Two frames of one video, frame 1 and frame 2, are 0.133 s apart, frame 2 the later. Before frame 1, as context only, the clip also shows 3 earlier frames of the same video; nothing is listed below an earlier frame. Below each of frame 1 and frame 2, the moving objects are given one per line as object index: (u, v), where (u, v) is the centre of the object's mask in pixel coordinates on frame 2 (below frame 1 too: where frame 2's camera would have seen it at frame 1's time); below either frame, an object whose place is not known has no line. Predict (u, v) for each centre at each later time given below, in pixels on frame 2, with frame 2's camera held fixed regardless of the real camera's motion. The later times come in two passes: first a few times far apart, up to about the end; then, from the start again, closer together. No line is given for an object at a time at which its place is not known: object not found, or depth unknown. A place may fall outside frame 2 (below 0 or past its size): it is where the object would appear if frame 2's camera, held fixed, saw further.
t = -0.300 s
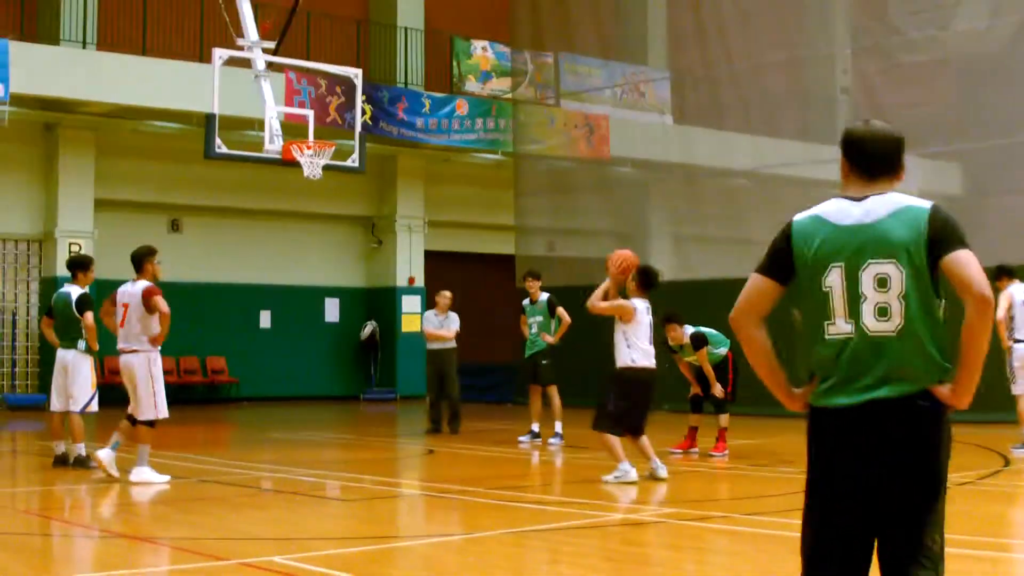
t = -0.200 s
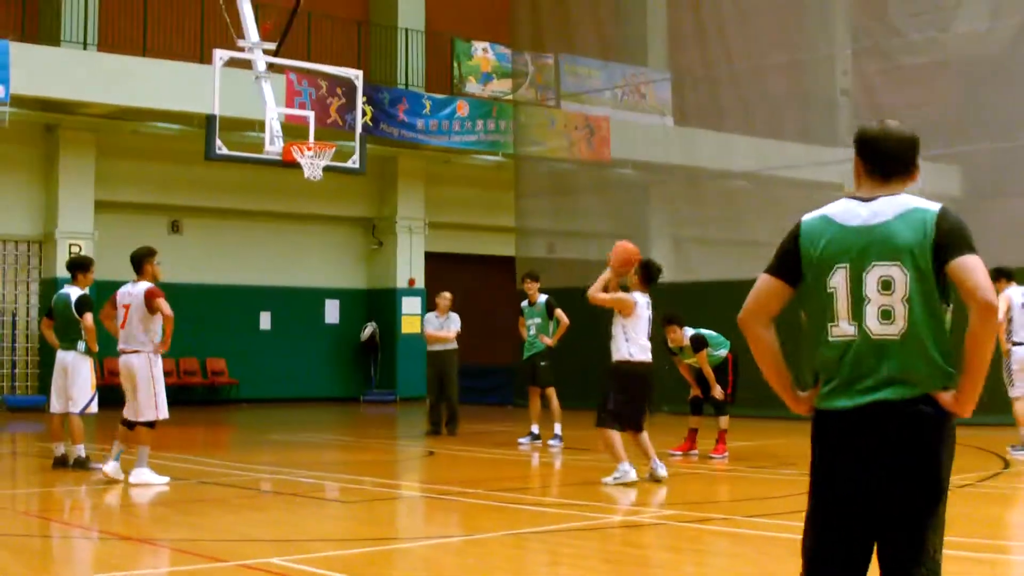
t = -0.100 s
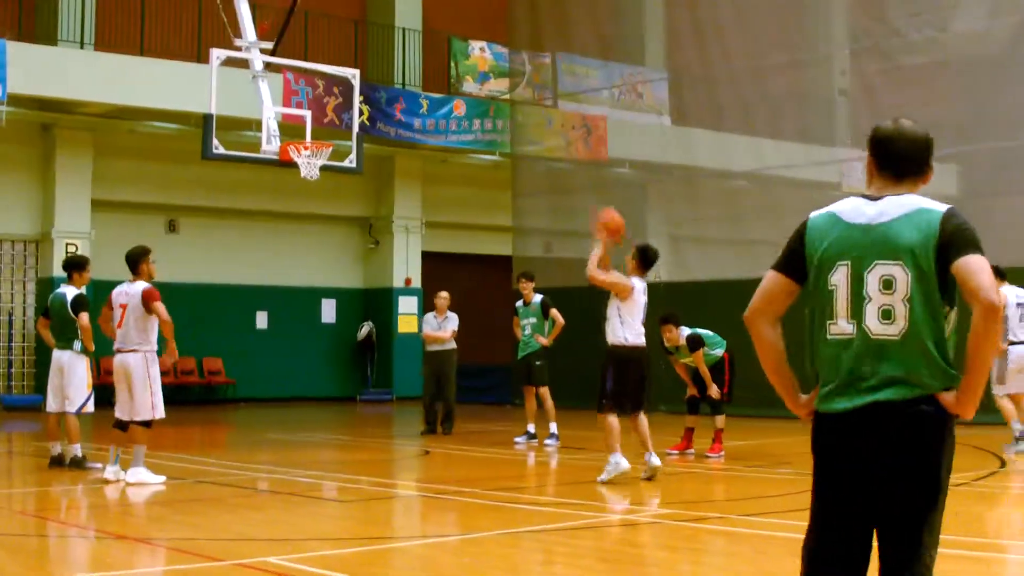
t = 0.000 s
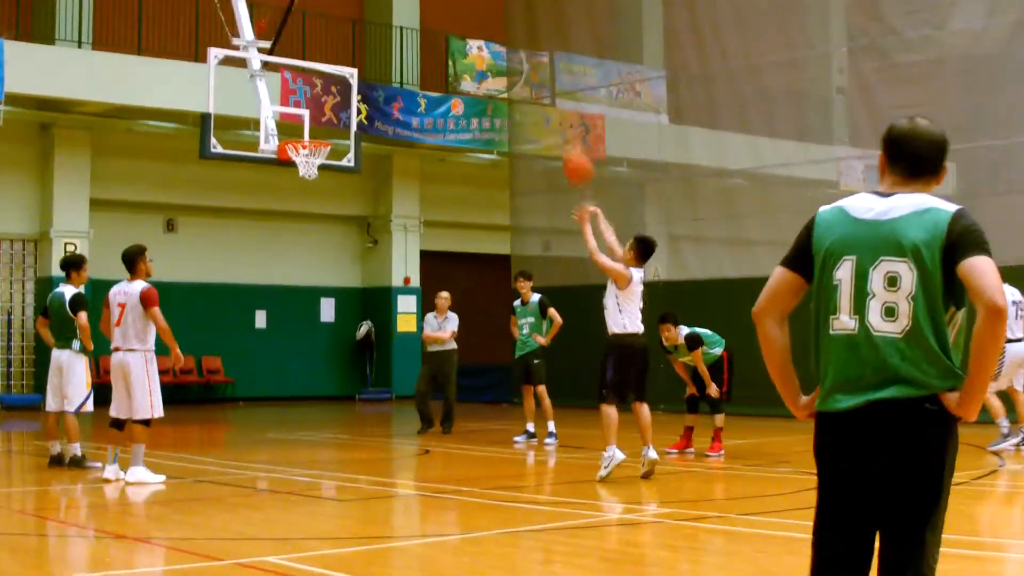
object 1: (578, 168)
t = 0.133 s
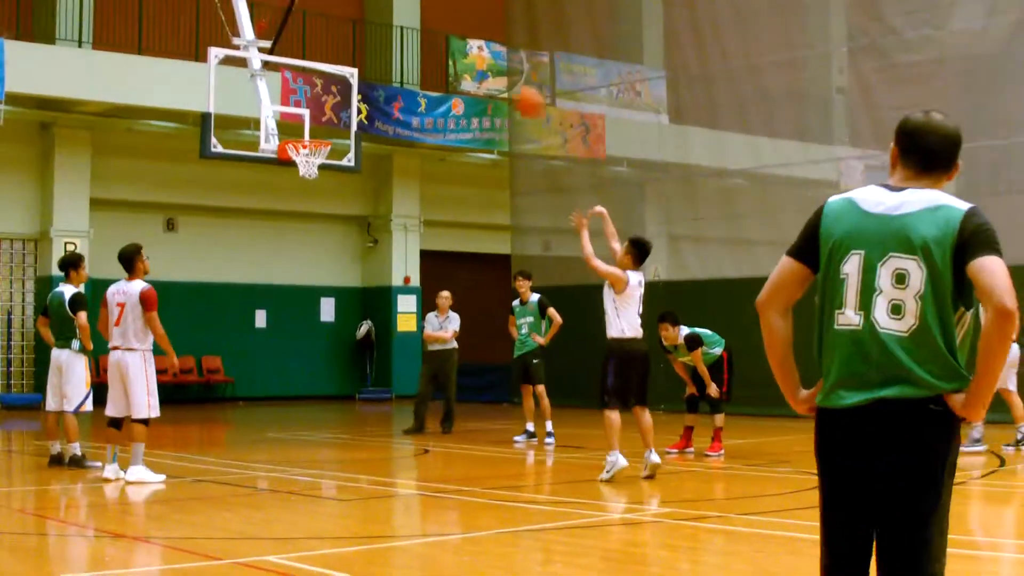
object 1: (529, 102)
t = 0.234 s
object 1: (497, 71)
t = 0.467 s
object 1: (426, 39)
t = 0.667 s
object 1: (369, 59)
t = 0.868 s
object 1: (318, 115)
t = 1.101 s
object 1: (312, 152)
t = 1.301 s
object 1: (308, 184)
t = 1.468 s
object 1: (303, 231)
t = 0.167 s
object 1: (518, 90)
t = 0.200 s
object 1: (506, 79)
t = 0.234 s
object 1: (497, 71)
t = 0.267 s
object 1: (484, 63)
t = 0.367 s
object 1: (453, 45)
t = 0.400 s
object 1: (444, 42)
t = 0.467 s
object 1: (426, 39)
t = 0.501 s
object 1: (416, 41)
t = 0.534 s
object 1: (405, 43)
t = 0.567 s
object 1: (394, 45)
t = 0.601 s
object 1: (386, 49)
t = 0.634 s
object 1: (378, 54)
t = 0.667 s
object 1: (369, 59)
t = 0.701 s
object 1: (361, 66)
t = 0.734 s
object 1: (352, 74)
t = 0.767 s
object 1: (342, 85)
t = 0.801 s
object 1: (336, 92)
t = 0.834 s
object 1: (326, 105)
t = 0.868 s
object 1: (318, 115)
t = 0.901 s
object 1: (310, 128)
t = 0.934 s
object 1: (304, 139)
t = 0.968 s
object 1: (307, 149)
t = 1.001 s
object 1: (311, 154)
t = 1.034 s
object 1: (313, 155)
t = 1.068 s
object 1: (313, 157)
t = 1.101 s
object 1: (312, 152)
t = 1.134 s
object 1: (311, 153)
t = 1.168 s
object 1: (310, 153)
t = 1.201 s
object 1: (309, 164)
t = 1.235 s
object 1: (309, 174)
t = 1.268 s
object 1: (308, 180)
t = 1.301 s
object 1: (308, 184)
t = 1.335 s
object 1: (306, 188)
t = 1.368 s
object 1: (305, 198)
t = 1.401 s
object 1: (305, 207)
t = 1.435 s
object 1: (304, 220)
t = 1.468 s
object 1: (303, 231)
